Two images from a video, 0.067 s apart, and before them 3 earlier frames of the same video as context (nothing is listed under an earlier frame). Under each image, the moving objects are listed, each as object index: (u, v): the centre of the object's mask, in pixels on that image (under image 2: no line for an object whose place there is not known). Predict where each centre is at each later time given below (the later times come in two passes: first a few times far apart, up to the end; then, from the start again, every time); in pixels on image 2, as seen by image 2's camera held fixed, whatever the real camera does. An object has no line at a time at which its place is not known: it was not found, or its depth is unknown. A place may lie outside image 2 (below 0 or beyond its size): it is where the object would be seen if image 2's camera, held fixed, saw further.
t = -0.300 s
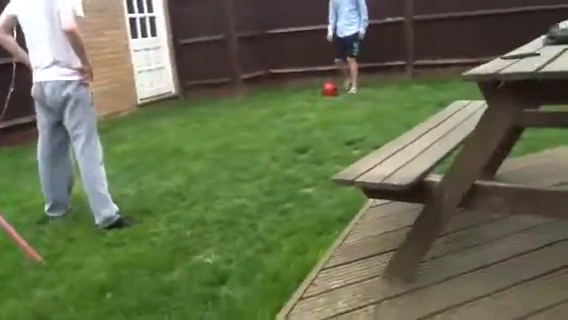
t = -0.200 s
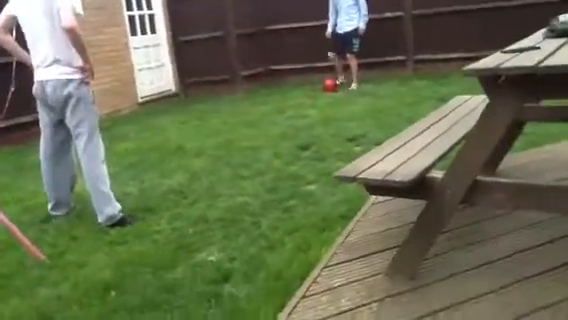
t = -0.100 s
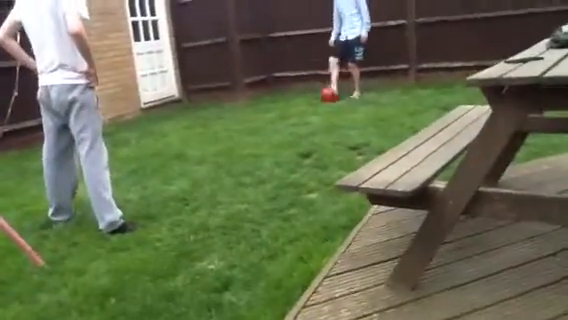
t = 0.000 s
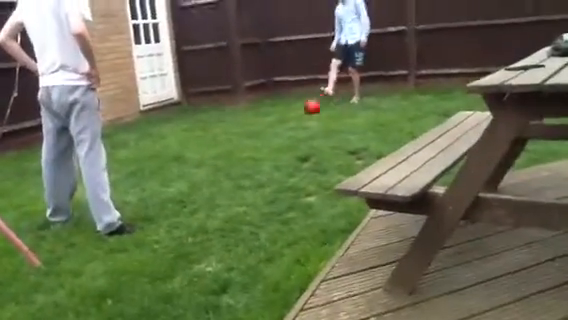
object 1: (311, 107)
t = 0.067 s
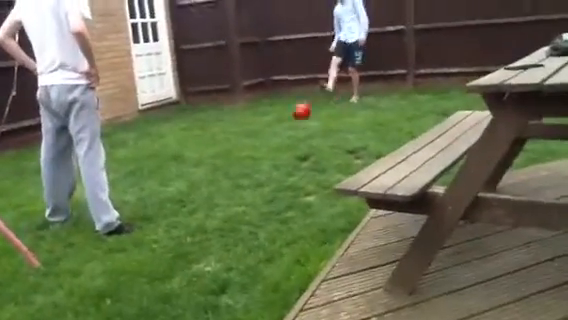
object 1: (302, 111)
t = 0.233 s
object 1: (282, 122)
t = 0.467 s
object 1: (246, 136)
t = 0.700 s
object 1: (205, 154)
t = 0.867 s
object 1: (169, 173)
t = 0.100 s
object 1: (298, 112)
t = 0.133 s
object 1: (294, 113)
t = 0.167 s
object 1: (290, 116)
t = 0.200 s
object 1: (286, 119)
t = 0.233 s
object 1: (282, 122)
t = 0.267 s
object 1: (277, 123)
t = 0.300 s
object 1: (271, 124)
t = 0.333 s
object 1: (267, 125)
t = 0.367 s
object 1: (261, 128)
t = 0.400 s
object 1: (256, 132)
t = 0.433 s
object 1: (250, 134)
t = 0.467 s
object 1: (246, 136)
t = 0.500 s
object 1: (240, 137)
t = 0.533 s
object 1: (235, 139)
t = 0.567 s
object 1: (229, 142)
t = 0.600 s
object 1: (223, 146)
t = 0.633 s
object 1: (217, 150)
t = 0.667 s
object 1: (211, 153)
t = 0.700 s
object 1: (205, 154)
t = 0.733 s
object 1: (198, 156)
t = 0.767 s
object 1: (191, 159)
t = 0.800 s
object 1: (185, 163)
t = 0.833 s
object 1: (178, 168)
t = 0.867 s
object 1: (169, 173)
